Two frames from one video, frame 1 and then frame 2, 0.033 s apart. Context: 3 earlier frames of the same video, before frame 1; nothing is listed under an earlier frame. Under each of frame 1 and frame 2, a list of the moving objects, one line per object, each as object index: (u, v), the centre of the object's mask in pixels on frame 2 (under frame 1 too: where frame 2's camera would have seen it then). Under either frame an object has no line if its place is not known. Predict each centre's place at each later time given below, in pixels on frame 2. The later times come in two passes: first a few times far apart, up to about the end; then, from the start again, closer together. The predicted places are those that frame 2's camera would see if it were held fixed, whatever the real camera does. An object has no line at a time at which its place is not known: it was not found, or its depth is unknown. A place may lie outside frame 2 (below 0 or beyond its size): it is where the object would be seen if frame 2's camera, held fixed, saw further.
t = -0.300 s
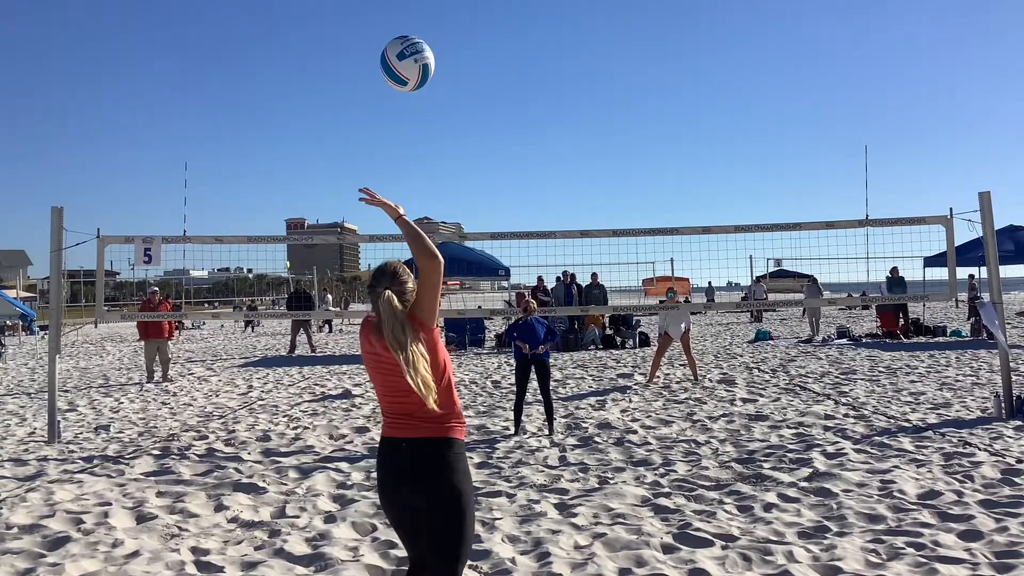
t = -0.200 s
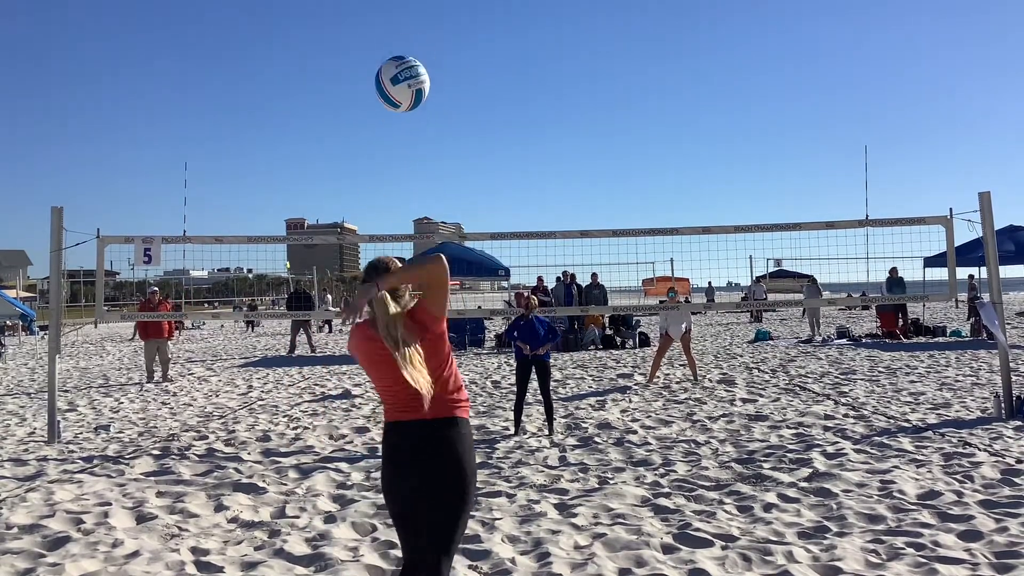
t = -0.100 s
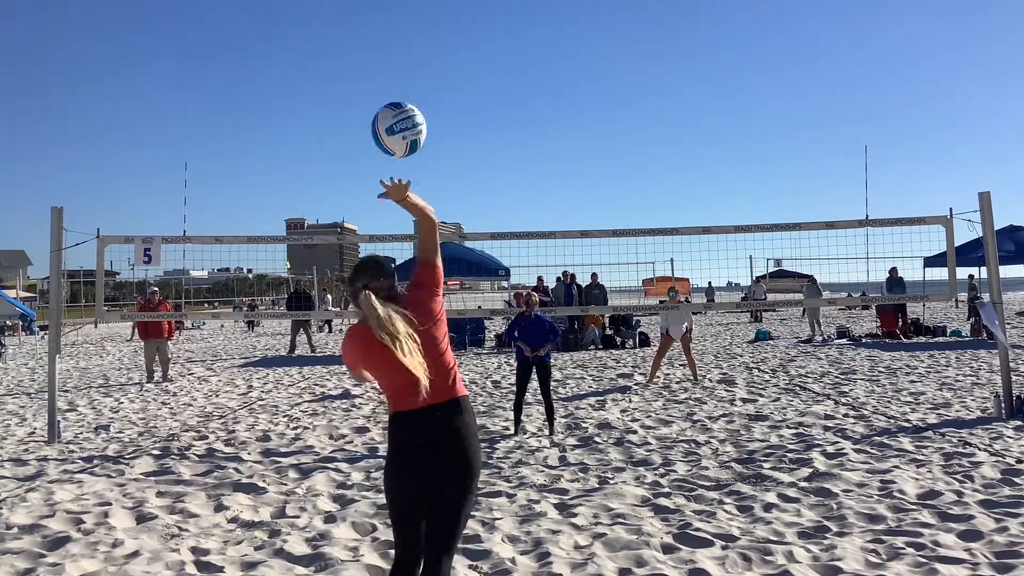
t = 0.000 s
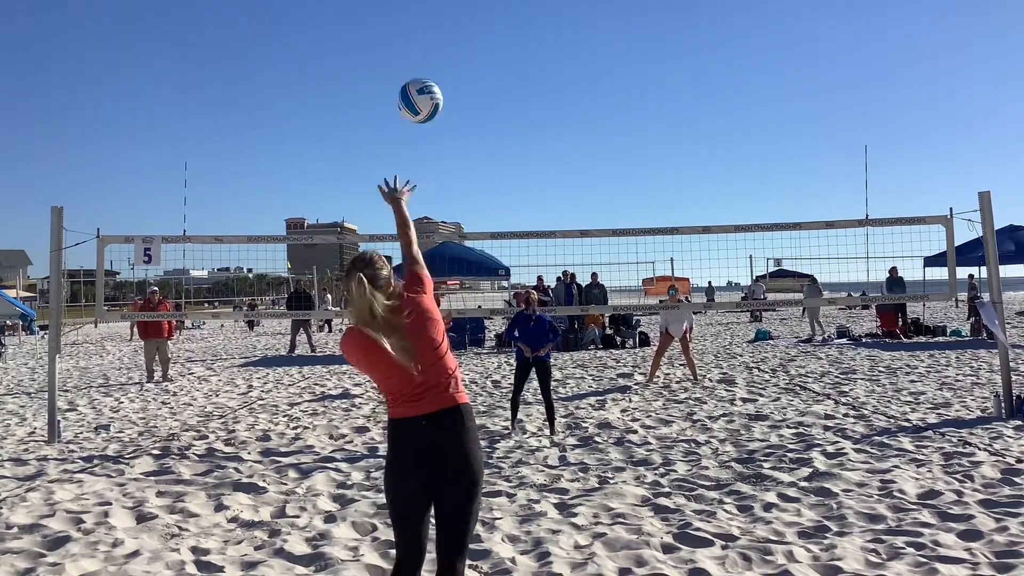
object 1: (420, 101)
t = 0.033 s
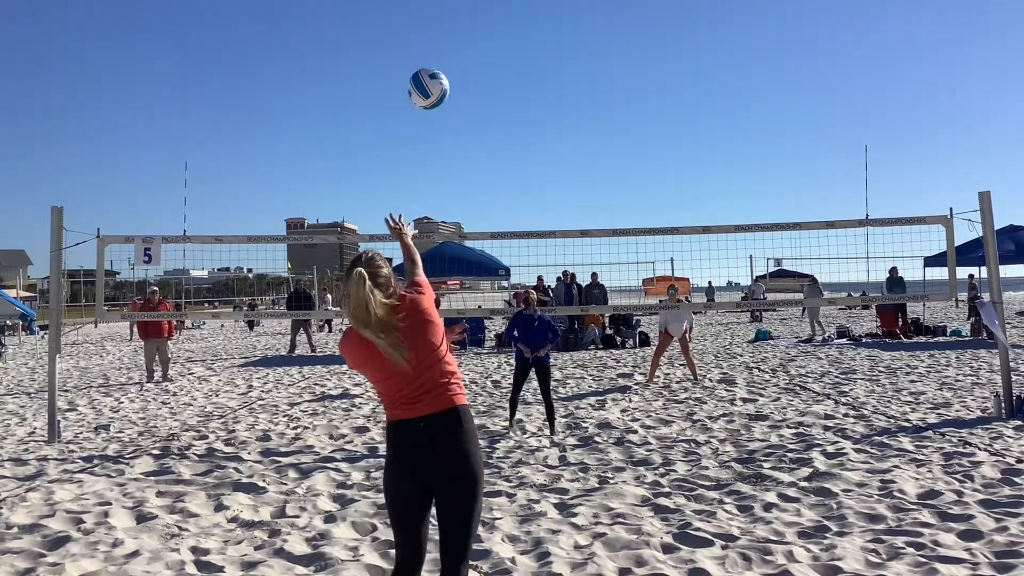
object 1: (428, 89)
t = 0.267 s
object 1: (475, 78)
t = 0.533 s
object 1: (507, 145)
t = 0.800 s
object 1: (520, 242)
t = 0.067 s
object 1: (436, 80)
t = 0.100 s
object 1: (443, 74)
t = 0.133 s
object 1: (450, 72)
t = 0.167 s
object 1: (457, 71)
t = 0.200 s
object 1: (463, 72)
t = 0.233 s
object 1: (469, 74)
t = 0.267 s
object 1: (475, 78)
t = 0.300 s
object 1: (480, 84)
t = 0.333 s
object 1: (485, 90)
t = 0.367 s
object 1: (490, 97)
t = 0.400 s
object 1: (494, 106)
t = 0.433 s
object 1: (498, 115)
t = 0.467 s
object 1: (501, 125)
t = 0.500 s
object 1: (504, 135)
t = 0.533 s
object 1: (507, 145)
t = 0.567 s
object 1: (510, 156)
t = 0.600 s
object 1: (512, 167)
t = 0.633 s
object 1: (513, 178)
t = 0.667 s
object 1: (515, 189)
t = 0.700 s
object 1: (516, 201)
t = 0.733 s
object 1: (518, 213)
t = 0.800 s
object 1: (520, 242)
